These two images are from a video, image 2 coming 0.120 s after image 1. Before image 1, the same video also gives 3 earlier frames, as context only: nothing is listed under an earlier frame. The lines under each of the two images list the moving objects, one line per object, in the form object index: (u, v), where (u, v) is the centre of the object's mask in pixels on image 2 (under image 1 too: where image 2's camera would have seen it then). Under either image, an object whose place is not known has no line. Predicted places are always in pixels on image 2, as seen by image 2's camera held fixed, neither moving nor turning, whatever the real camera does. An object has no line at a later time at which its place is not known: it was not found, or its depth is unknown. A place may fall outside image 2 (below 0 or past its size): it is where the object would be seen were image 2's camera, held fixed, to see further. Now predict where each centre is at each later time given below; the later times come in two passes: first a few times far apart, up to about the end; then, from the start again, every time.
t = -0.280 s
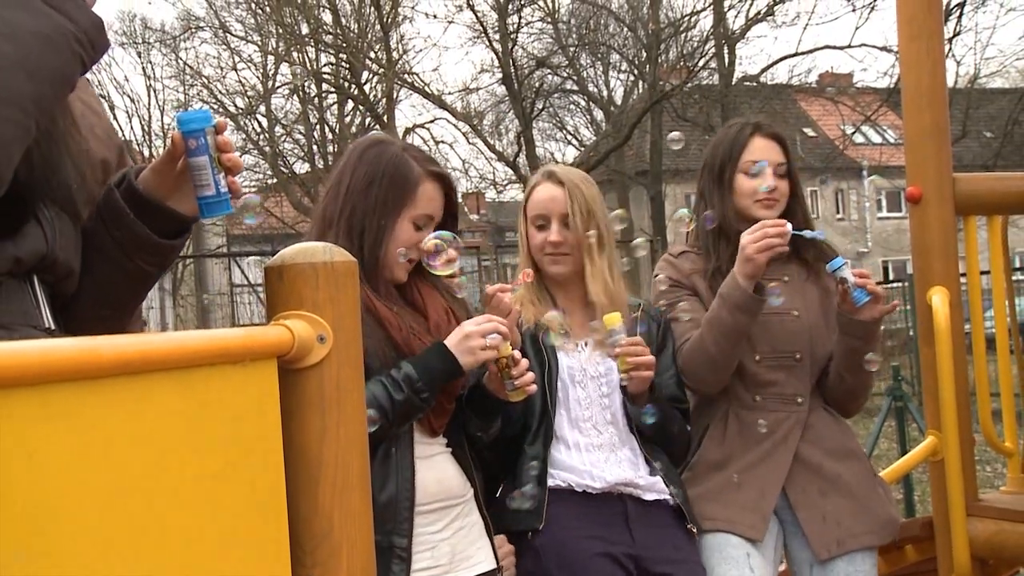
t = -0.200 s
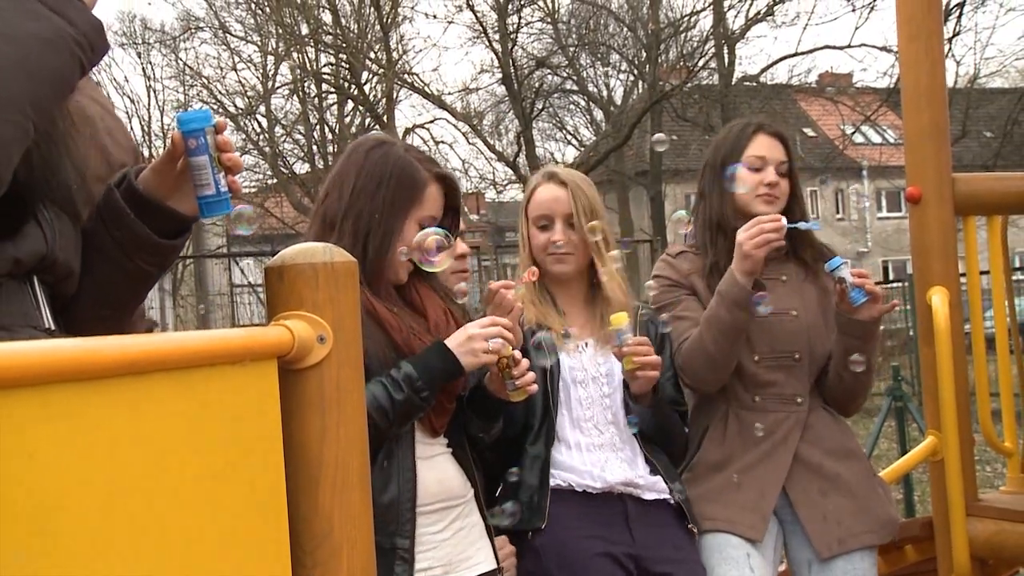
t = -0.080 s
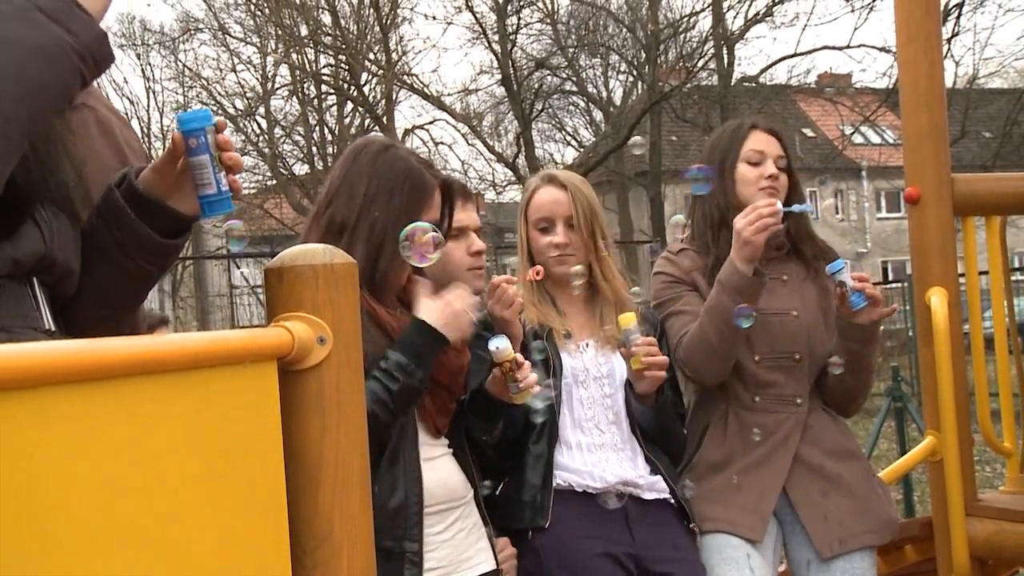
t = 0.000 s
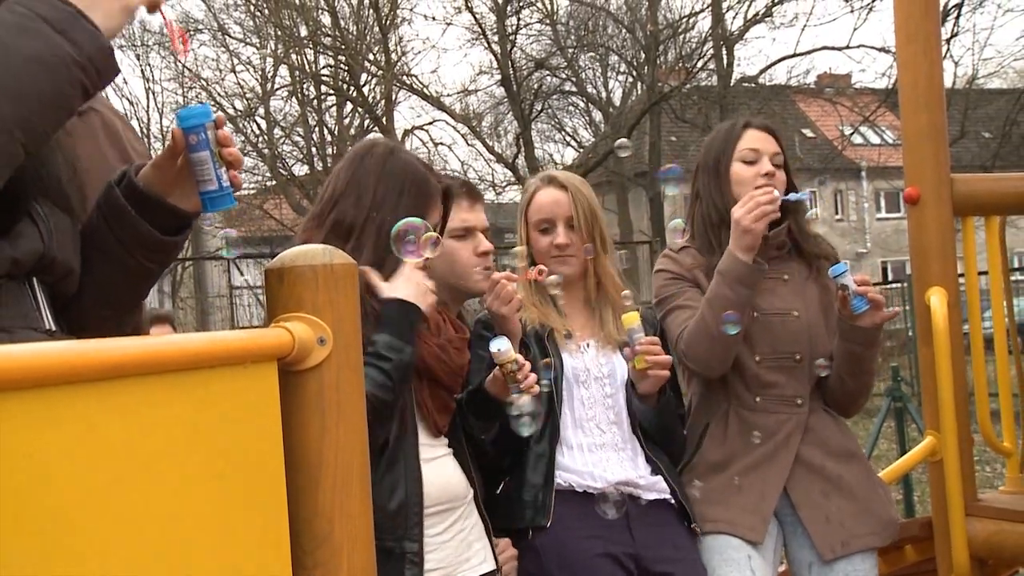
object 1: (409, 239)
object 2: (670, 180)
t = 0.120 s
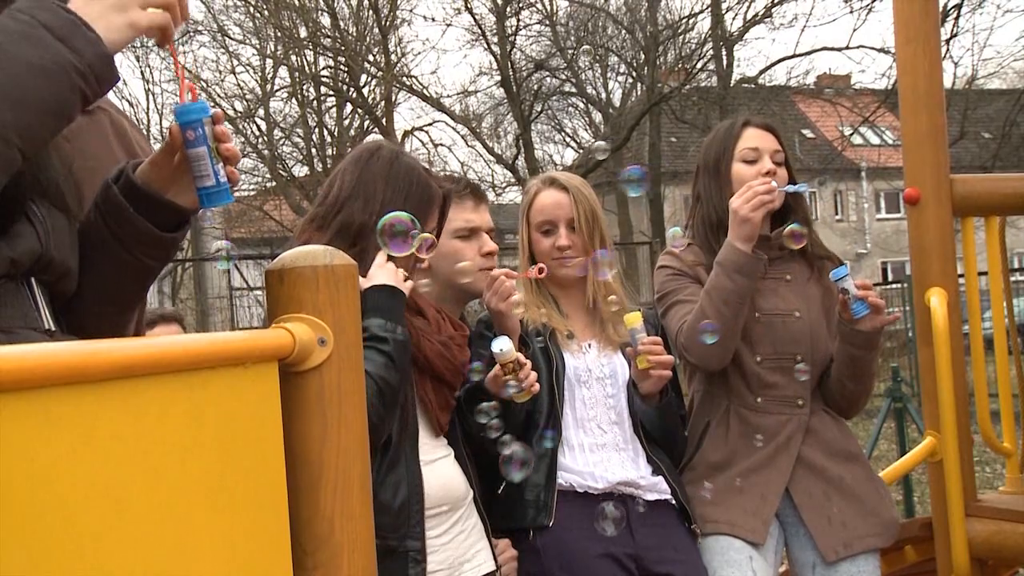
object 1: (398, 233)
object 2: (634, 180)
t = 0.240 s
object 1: (382, 229)
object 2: (601, 181)
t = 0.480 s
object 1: (346, 229)
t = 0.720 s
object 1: (310, 233)
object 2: (469, 189)
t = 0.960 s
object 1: (277, 248)
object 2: (397, 200)
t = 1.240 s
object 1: (256, 279)
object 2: (327, 204)
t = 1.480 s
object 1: (244, 292)
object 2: (275, 212)
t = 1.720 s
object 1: (225, 305)
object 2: (233, 229)
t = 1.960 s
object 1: (214, 319)
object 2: (197, 248)
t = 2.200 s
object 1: (192, 327)
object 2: (155, 281)
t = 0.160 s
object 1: (393, 232)
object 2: (622, 181)
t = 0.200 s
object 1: (388, 230)
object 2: (610, 182)
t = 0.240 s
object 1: (382, 229)
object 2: (601, 181)
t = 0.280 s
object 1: (376, 228)
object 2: (594, 182)
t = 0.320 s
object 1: (371, 227)
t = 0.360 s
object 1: (364, 227)
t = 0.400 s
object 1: (358, 228)
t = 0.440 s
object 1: (352, 228)
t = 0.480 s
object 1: (346, 229)
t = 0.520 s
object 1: (340, 229)
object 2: (525, 181)
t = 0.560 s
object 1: (334, 229)
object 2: (518, 179)
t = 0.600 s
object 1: (328, 230)
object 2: (506, 191)
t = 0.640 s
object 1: (322, 230)
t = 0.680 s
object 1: (316, 232)
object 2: (478, 188)
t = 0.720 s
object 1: (310, 233)
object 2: (469, 189)
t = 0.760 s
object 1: (304, 235)
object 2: (459, 187)
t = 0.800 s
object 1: (298, 237)
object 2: (447, 189)
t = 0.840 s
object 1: (293, 239)
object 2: (437, 189)
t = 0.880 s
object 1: (287, 242)
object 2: (422, 195)
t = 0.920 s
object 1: (282, 245)
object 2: (408, 196)
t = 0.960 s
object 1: (277, 248)
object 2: (397, 200)
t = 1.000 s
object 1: (274, 250)
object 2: (385, 201)
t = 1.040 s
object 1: (271, 253)
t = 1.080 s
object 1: (268, 256)
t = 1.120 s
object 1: (265, 258)
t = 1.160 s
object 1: (261, 262)
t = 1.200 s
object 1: (257, 273)
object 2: (336, 203)
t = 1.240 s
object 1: (256, 279)
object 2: (327, 204)
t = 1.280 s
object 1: (255, 281)
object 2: (319, 204)
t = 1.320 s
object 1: (254, 285)
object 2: (310, 205)
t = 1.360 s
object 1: (251, 287)
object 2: (302, 207)
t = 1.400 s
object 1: (250, 288)
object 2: (294, 208)
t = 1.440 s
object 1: (246, 279)
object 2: (284, 210)
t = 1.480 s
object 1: (244, 292)
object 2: (275, 212)
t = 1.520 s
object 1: (238, 281)
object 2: (270, 214)
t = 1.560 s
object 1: (236, 296)
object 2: (261, 219)
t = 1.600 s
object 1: (235, 298)
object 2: (253, 220)
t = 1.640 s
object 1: (234, 300)
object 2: (245, 223)
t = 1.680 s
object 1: (228, 302)
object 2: (238, 227)
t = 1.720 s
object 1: (225, 305)
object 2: (233, 229)
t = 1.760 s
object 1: (223, 308)
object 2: (226, 231)
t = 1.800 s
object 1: (221, 310)
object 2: (218, 234)
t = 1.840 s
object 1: (220, 312)
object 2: (213, 237)
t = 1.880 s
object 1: (218, 314)
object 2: (207, 241)
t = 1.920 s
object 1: (215, 317)
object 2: (203, 244)
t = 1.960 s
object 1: (214, 319)
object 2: (197, 248)
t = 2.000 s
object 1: (211, 320)
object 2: (190, 253)
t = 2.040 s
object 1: (208, 321)
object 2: (181, 257)
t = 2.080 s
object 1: (204, 322)
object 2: (173, 262)
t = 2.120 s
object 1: (200, 324)
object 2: (166, 268)
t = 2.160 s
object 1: (196, 325)
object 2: (161, 275)
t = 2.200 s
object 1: (192, 327)
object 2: (155, 281)
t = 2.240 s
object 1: (187, 328)
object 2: (146, 289)
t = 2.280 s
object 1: (181, 328)
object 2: (138, 295)
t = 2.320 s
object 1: (177, 329)
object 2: (129, 303)
